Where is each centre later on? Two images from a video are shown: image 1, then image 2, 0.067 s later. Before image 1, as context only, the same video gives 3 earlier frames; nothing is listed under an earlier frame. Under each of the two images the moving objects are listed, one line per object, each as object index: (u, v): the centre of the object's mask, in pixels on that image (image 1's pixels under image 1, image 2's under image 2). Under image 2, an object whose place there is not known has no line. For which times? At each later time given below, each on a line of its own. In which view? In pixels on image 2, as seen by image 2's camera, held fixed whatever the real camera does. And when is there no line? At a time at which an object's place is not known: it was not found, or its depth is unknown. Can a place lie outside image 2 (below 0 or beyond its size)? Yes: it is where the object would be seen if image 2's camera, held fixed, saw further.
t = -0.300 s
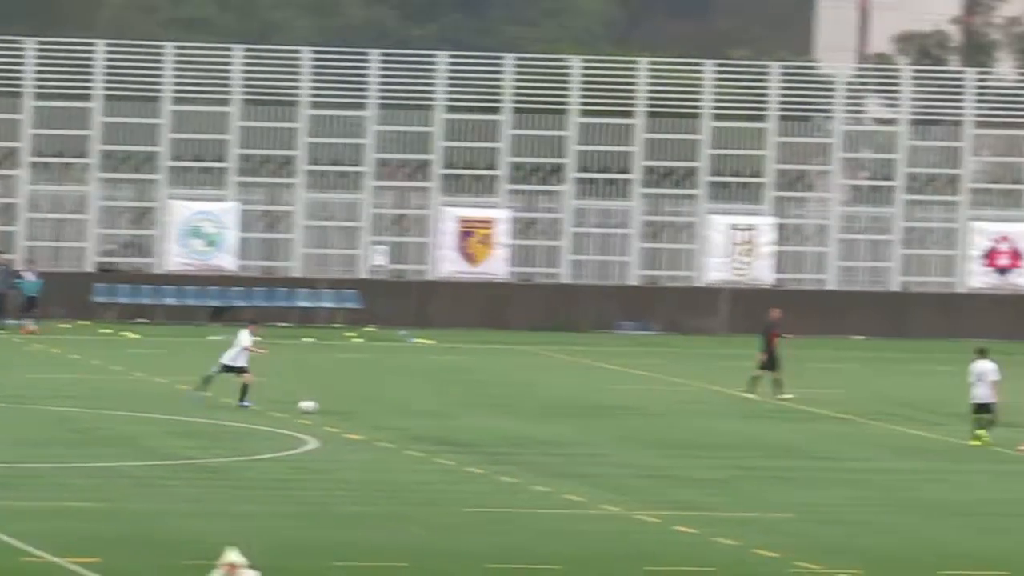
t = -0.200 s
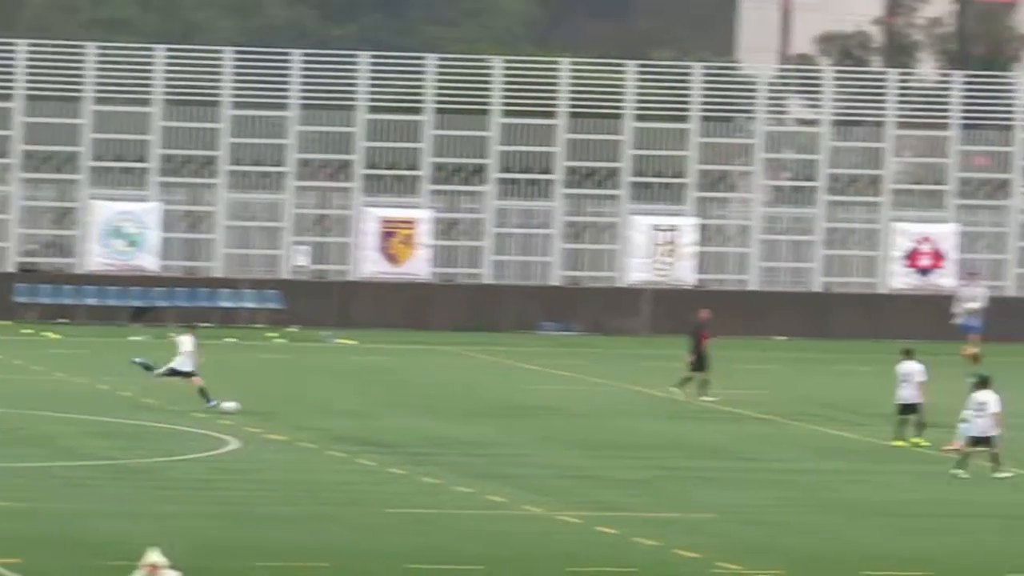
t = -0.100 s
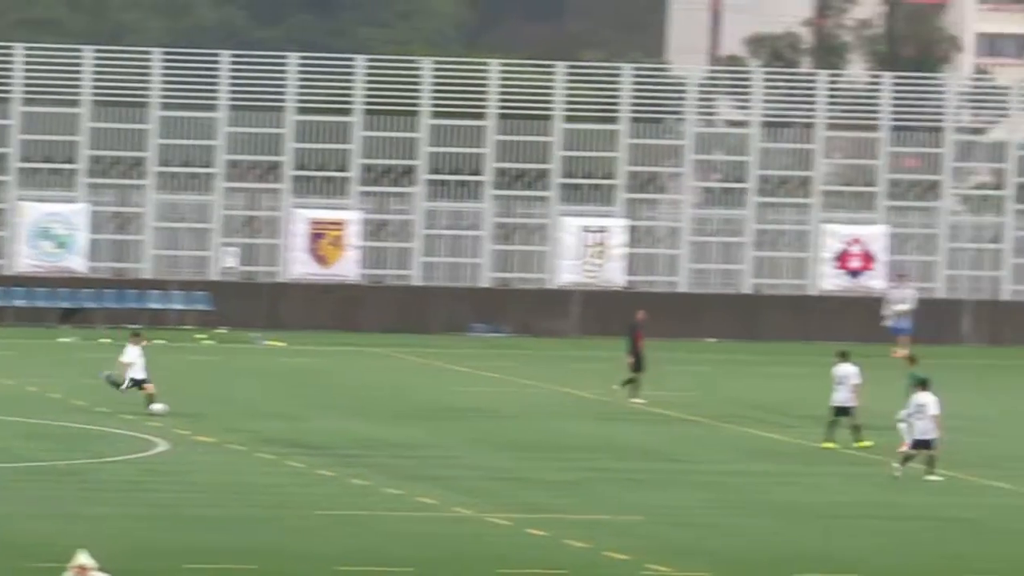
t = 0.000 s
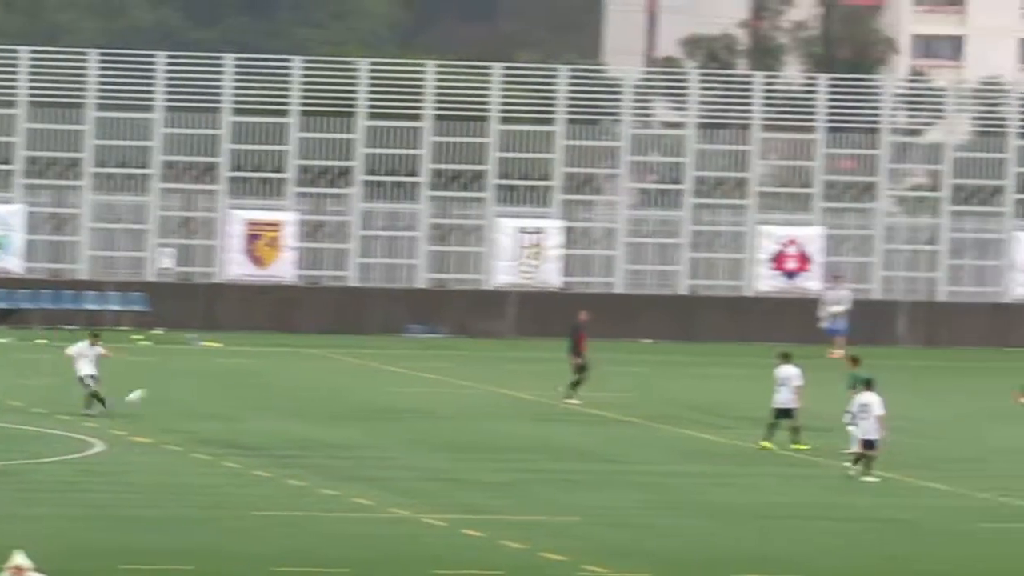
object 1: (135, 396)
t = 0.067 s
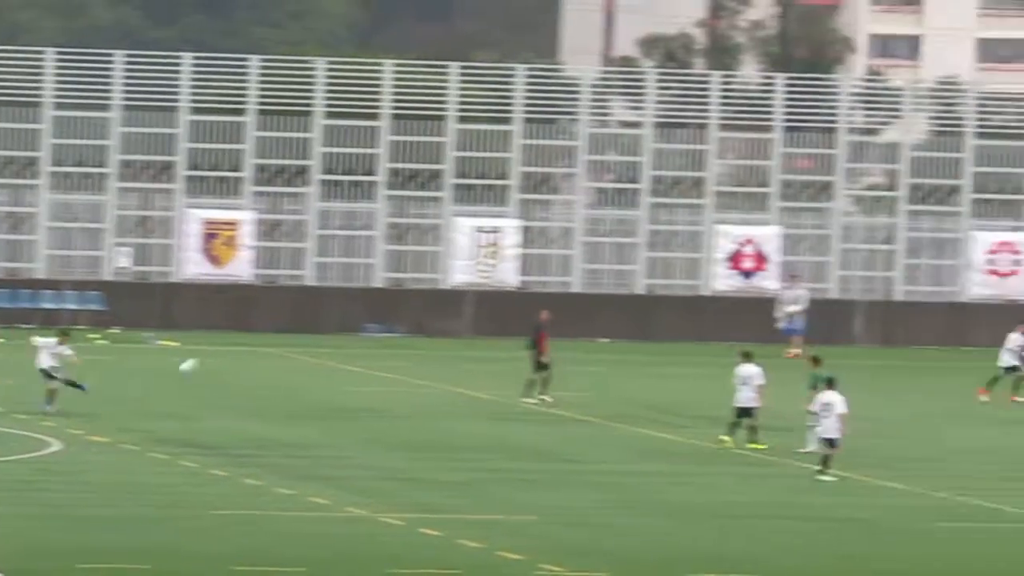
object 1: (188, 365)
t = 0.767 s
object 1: (1056, 166)
